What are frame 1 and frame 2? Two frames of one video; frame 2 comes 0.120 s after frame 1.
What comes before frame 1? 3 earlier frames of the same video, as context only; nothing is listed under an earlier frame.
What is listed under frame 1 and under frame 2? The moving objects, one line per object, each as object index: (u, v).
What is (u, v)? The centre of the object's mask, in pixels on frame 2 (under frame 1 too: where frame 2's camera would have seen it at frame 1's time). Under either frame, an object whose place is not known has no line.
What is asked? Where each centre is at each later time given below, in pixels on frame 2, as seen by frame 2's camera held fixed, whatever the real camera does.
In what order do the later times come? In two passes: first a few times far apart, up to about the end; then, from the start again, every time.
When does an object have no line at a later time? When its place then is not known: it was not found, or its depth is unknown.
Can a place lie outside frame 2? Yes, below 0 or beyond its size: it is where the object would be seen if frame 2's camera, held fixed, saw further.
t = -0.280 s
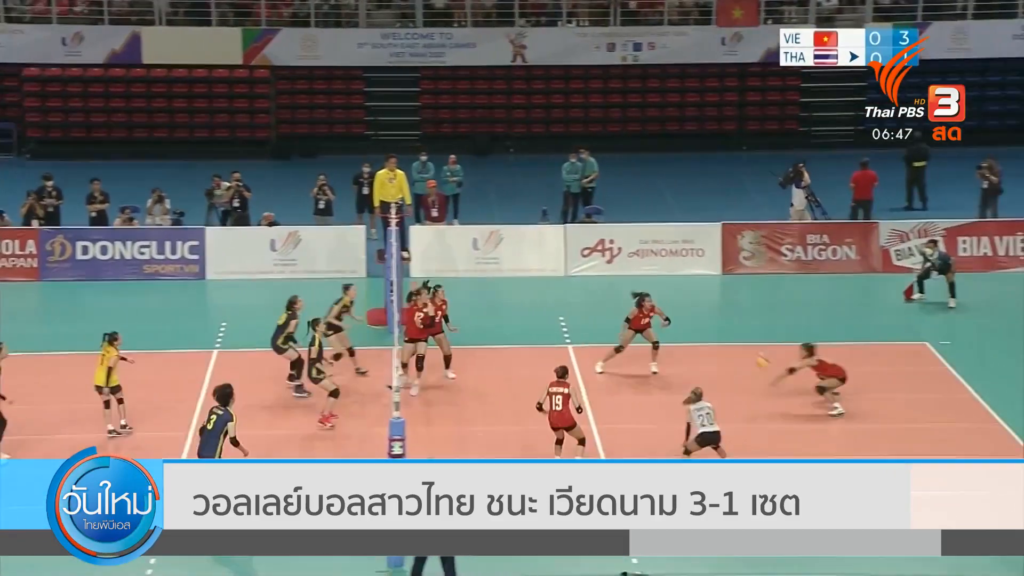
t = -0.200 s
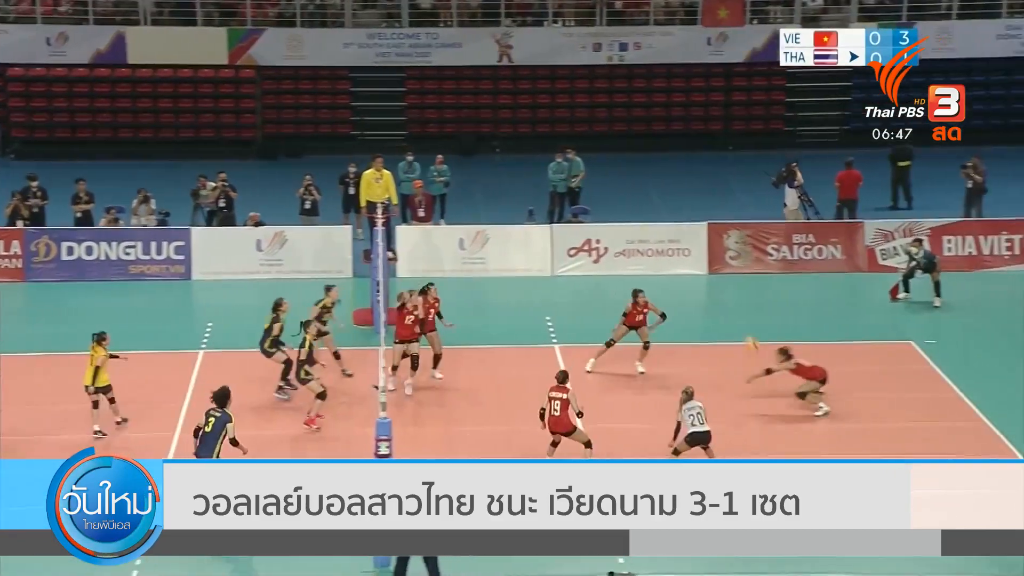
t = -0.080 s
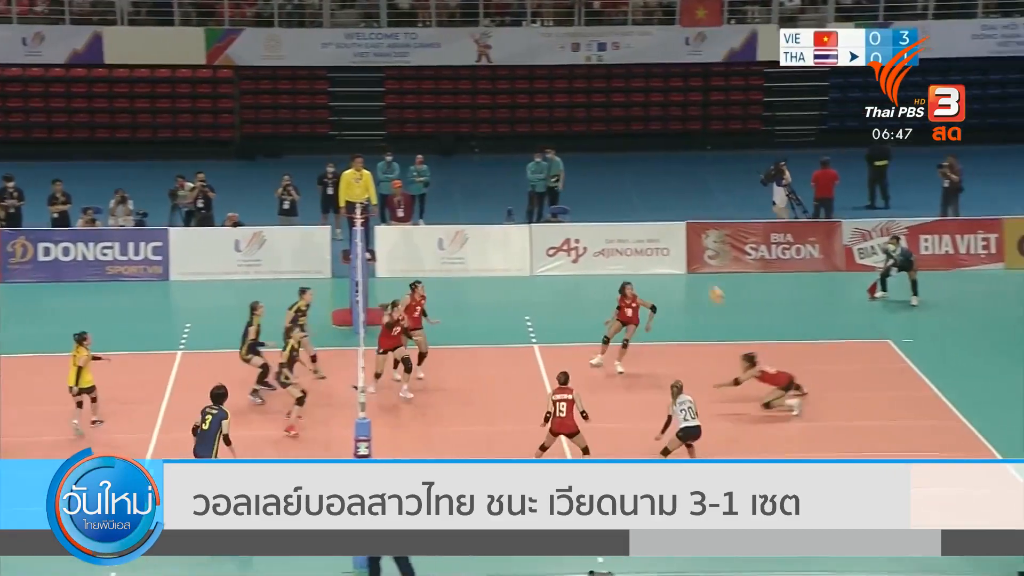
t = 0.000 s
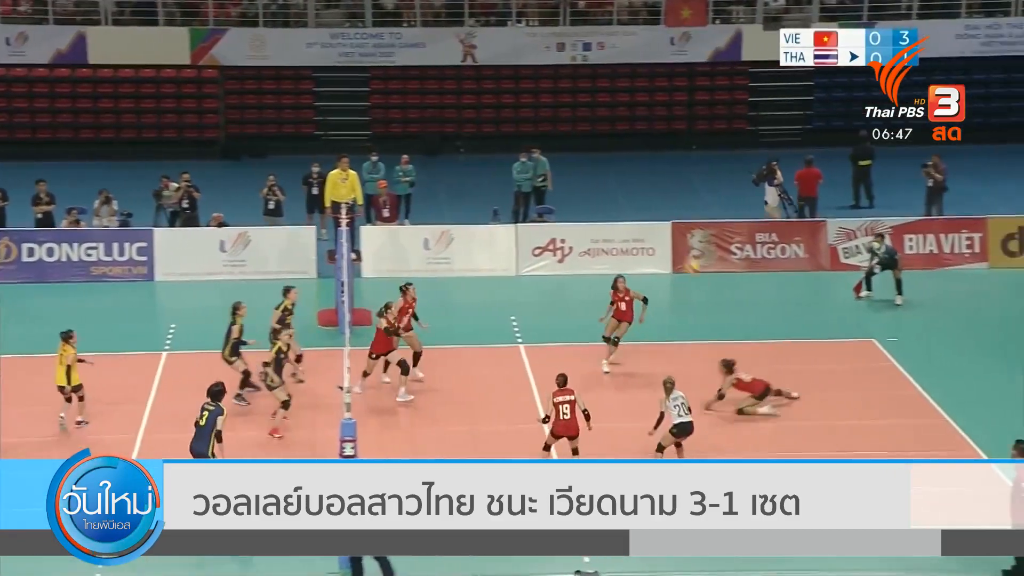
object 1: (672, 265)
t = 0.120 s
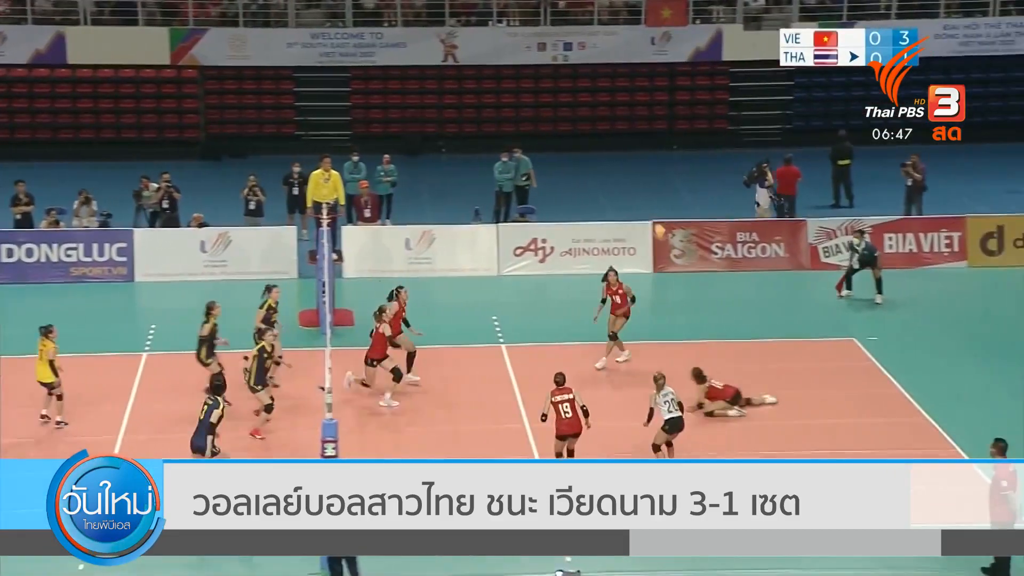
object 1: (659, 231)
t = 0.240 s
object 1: (646, 207)
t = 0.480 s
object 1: (621, 184)
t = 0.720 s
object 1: (595, 197)
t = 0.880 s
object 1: (578, 223)
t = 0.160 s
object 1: (655, 223)
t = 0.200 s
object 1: (650, 214)
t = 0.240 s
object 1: (646, 207)
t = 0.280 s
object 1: (642, 201)
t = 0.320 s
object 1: (638, 195)
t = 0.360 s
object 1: (633, 191)
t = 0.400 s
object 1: (630, 188)
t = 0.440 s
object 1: (625, 185)
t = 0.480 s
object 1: (621, 184)
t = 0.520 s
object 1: (617, 184)
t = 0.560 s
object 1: (612, 184)
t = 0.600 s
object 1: (608, 186)
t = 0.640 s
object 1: (604, 188)
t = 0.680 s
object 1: (599, 192)
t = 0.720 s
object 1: (595, 197)
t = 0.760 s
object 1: (590, 202)
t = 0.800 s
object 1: (586, 208)
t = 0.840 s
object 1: (582, 215)
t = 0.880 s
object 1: (578, 223)
